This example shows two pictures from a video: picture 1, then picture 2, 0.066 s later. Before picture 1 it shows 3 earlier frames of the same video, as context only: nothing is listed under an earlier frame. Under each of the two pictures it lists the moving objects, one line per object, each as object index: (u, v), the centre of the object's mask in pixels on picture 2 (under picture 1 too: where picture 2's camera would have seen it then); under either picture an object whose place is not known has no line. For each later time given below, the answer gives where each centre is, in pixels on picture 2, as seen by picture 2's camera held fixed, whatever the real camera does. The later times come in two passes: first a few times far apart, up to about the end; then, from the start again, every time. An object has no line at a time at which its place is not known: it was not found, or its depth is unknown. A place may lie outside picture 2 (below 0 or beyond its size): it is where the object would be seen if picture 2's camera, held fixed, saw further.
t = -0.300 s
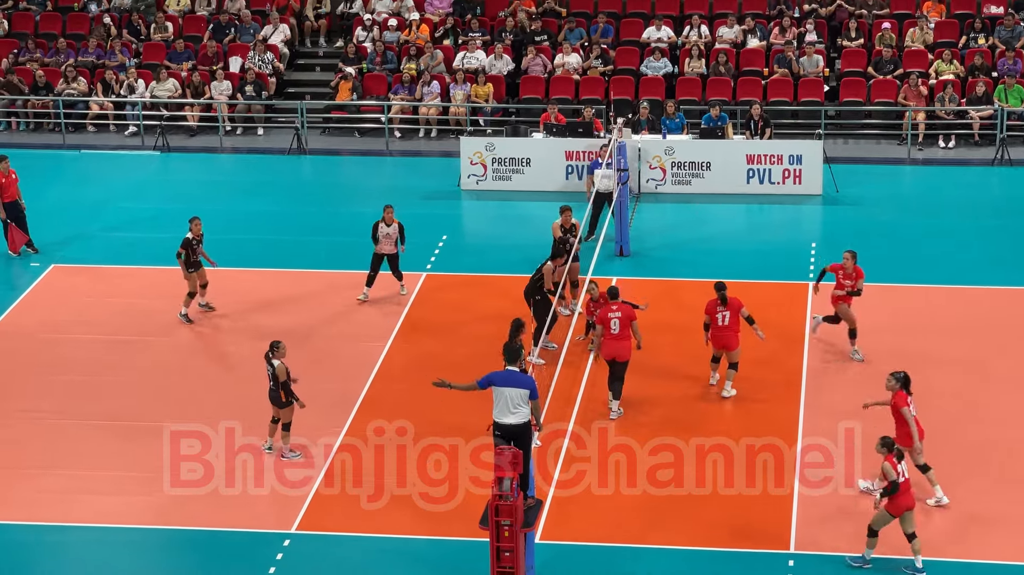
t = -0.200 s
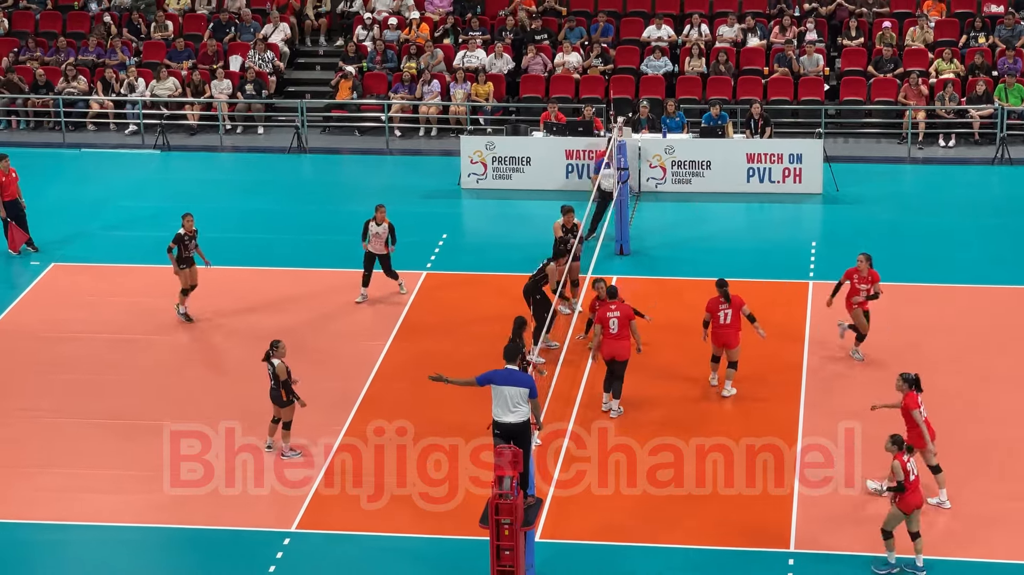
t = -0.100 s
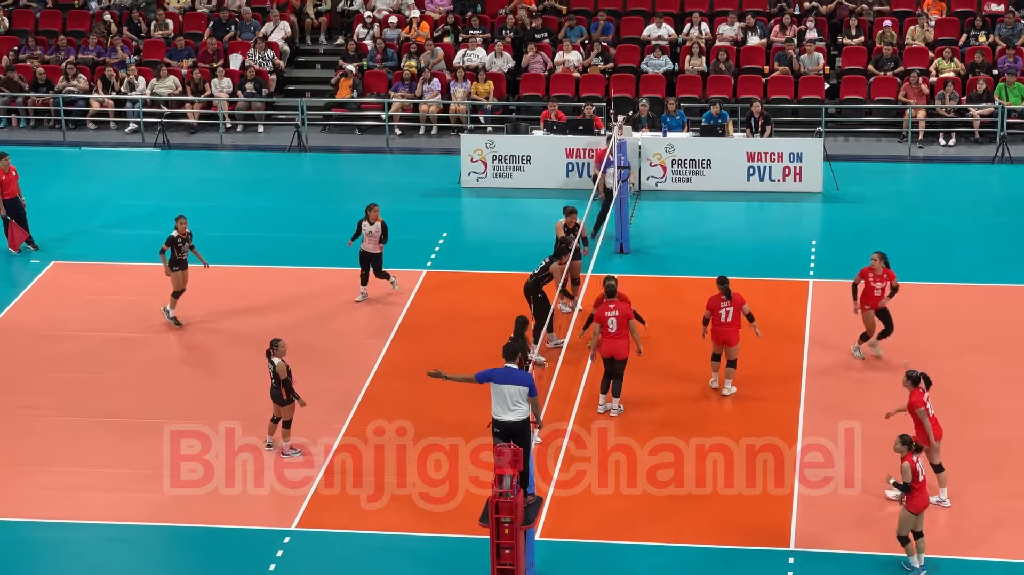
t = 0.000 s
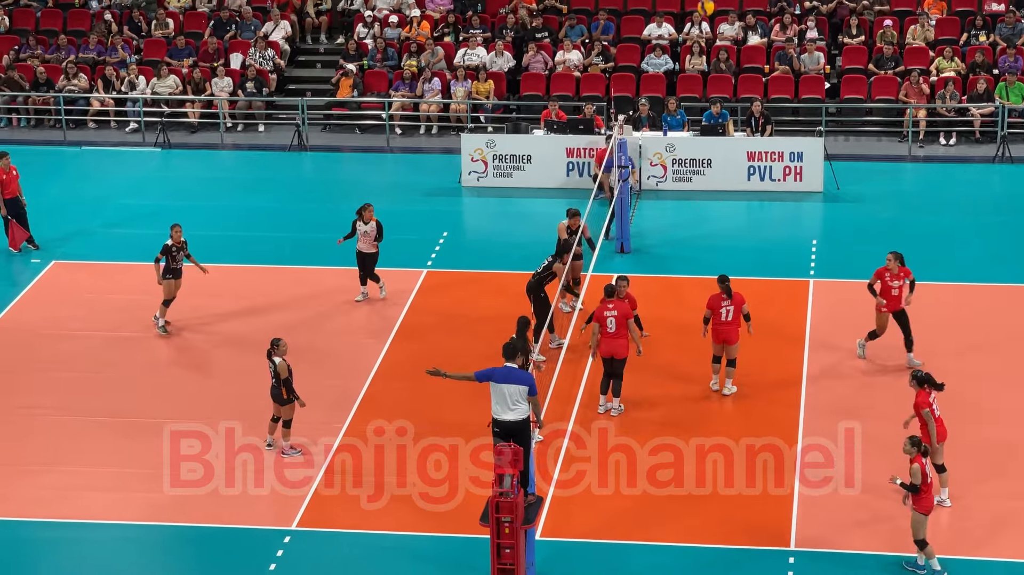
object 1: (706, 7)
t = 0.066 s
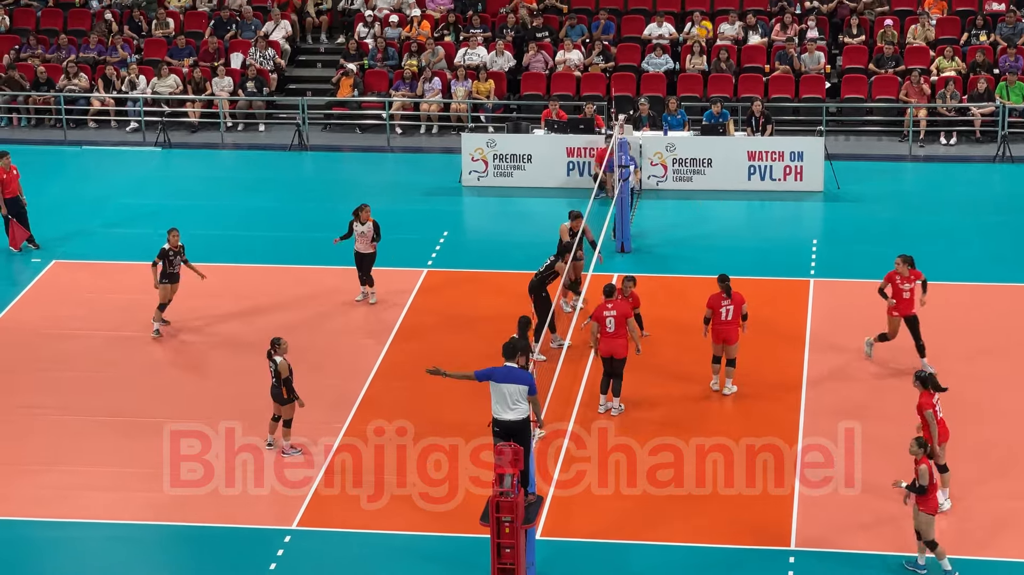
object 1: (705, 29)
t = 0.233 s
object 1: (701, 101)
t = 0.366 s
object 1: (697, 169)
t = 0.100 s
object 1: (704, 43)
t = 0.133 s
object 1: (703, 56)
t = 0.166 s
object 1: (701, 70)
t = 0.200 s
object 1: (701, 86)
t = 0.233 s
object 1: (701, 101)
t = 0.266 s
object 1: (700, 115)
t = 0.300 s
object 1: (699, 132)
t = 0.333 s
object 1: (698, 150)
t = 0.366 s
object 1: (697, 169)
